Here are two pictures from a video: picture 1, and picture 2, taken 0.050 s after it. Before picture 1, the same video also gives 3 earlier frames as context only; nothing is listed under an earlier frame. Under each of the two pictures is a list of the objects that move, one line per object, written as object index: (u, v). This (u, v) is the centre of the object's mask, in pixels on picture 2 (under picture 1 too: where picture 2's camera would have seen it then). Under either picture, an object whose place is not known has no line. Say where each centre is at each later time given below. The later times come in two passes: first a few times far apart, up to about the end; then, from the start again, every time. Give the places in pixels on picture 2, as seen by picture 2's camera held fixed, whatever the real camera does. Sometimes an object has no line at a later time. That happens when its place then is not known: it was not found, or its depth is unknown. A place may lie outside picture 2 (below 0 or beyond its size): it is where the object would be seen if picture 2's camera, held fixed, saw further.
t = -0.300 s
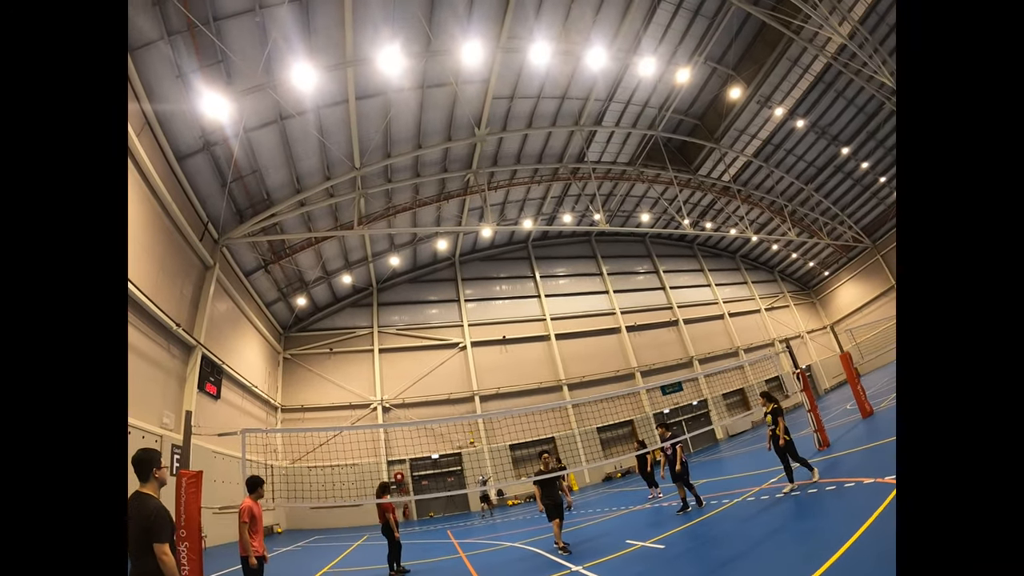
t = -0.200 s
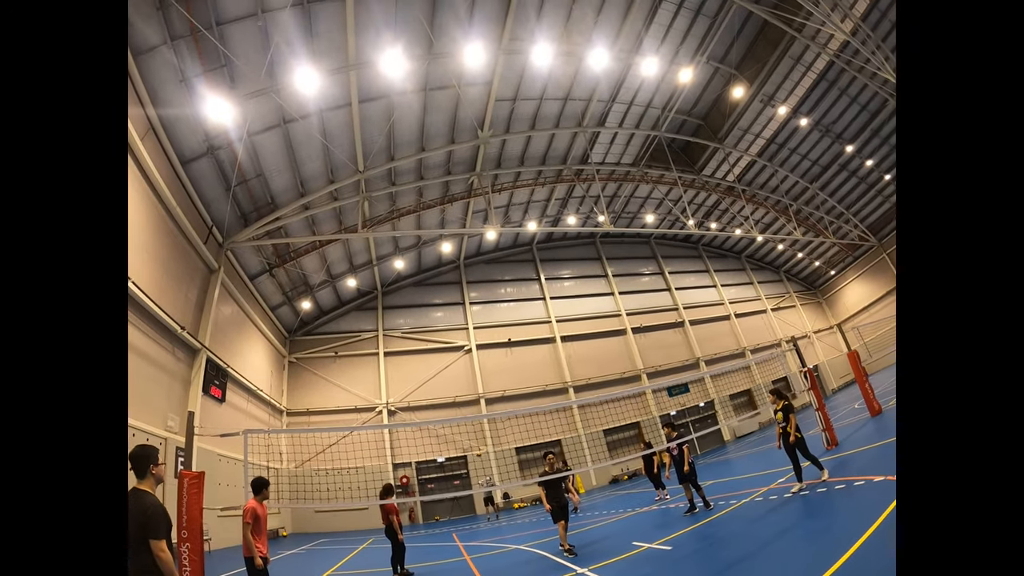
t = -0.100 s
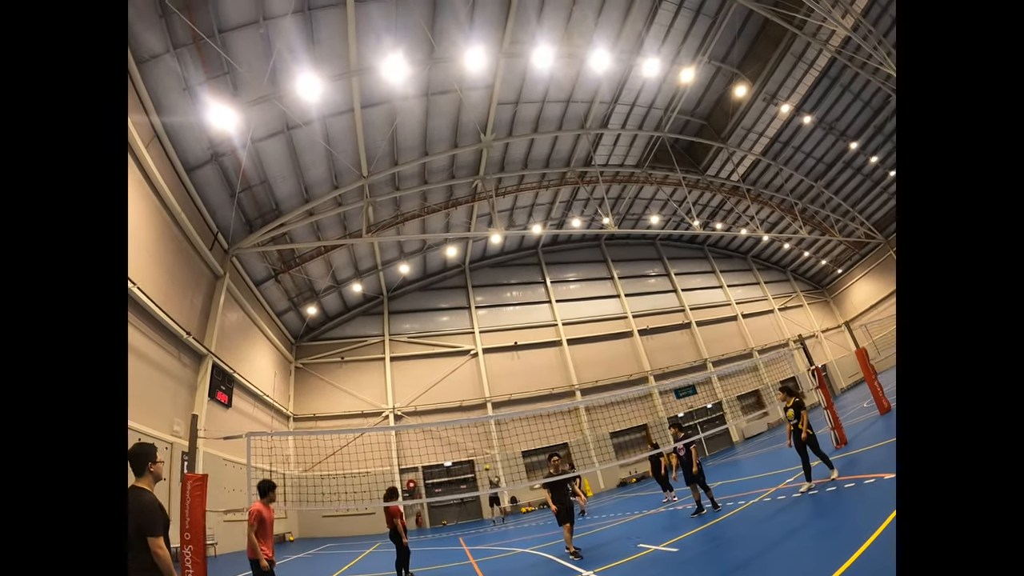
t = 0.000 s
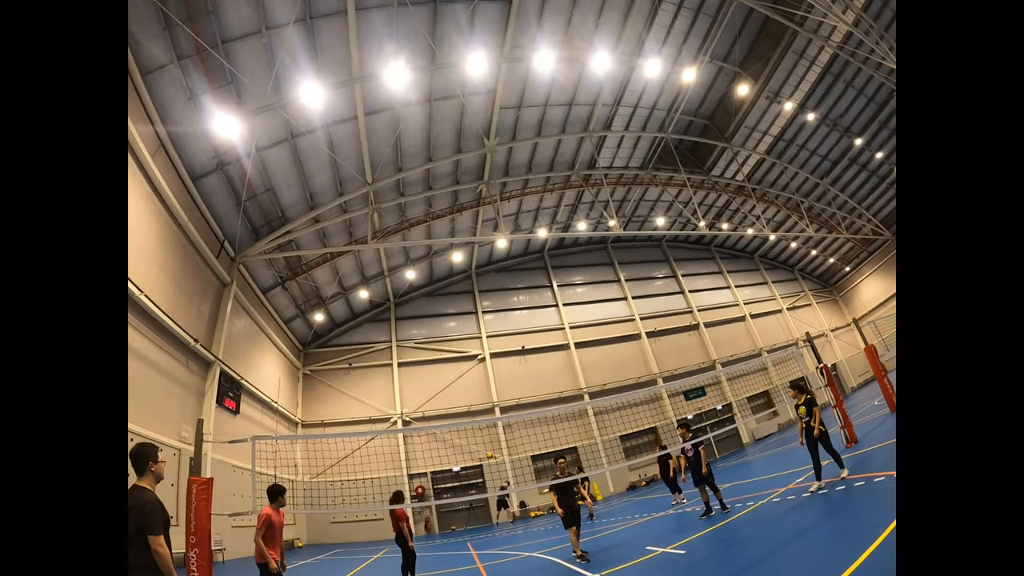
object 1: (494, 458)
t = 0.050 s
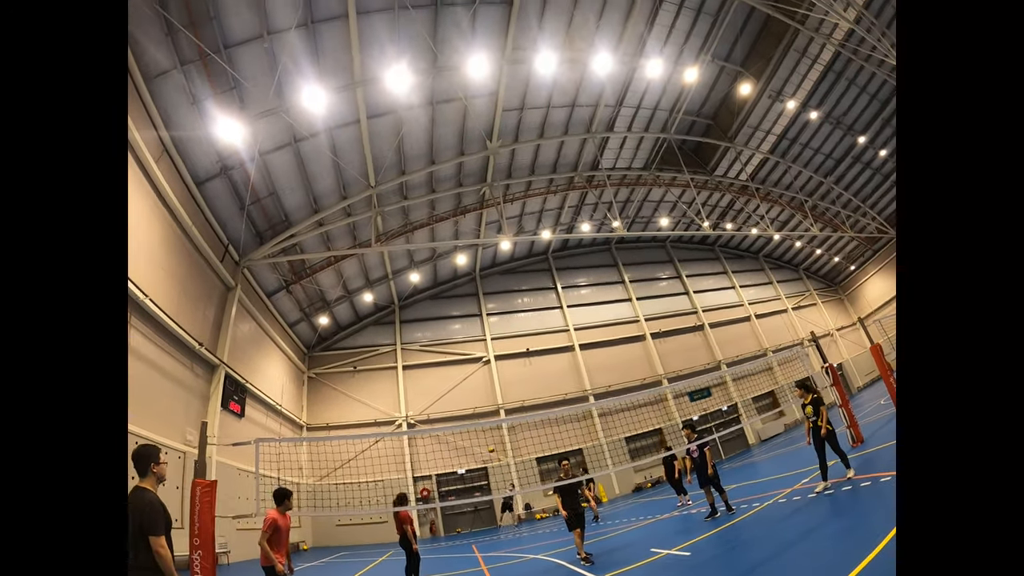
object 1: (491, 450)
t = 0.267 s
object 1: (474, 415)
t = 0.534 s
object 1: (451, 373)
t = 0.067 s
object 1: (490, 446)
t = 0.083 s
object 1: (489, 444)
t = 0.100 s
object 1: (488, 441)
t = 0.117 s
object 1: (486, 438)
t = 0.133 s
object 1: (485, 436)
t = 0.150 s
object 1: (484, 432)
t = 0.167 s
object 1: (482, 430)
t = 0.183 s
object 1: (481, 430)
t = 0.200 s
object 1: (479, 422)
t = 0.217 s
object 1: (477, 422)
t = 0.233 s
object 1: (476, 420)
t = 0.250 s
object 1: (475, 417)
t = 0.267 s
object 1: (474, 415)
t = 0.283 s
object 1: (473, 413)
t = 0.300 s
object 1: (472, 410)
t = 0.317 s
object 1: (471, 409)
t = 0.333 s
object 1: (470, 406)
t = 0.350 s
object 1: (468, 403)
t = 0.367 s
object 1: (466, 400)
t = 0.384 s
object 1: (465, 397)
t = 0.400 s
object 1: (463, 395)
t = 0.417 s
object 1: (461, 392)
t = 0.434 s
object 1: (460, 390)
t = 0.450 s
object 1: (458, 386)
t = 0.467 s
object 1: (457, 384)
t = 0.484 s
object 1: (455, 381)
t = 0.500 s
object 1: (453, 378)
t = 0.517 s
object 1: (452, 376)
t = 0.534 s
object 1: (451, 373)
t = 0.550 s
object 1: (449, 370)
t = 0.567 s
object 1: (447, 368)
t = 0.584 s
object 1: (445, 366)
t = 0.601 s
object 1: (444, 363)
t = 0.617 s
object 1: (442, 360)
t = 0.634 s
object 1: (440, 358)
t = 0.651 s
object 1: (438, 356)
